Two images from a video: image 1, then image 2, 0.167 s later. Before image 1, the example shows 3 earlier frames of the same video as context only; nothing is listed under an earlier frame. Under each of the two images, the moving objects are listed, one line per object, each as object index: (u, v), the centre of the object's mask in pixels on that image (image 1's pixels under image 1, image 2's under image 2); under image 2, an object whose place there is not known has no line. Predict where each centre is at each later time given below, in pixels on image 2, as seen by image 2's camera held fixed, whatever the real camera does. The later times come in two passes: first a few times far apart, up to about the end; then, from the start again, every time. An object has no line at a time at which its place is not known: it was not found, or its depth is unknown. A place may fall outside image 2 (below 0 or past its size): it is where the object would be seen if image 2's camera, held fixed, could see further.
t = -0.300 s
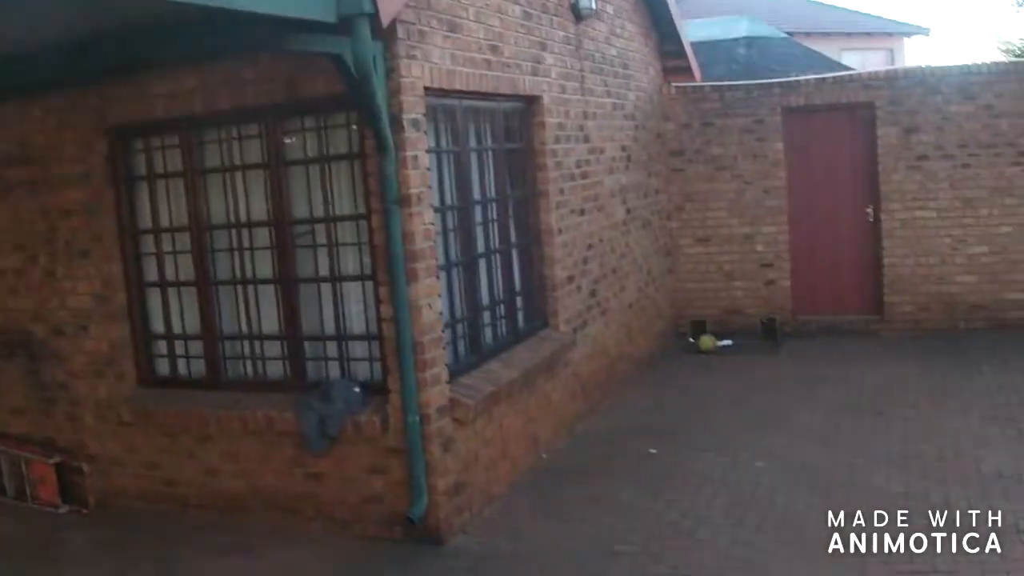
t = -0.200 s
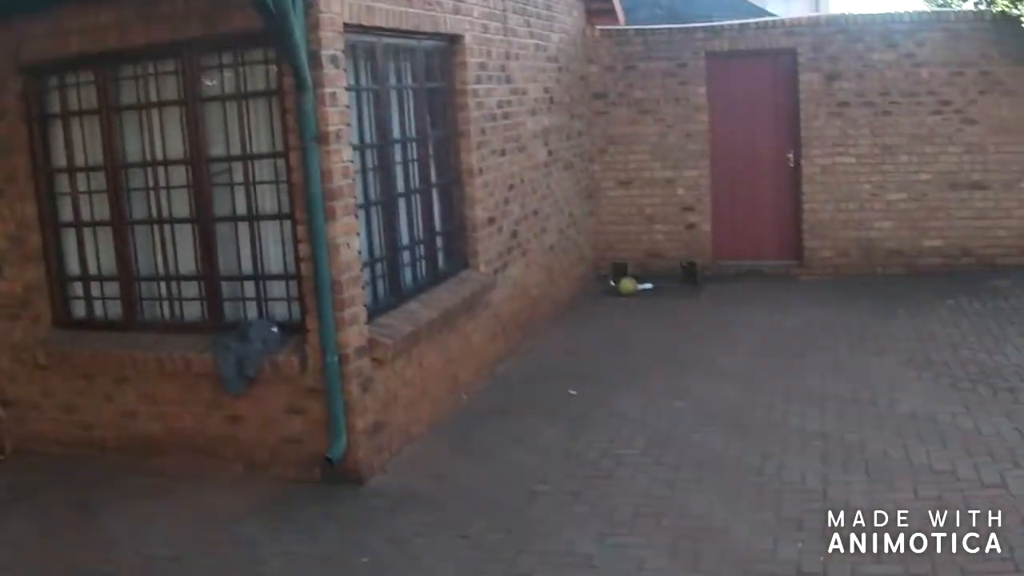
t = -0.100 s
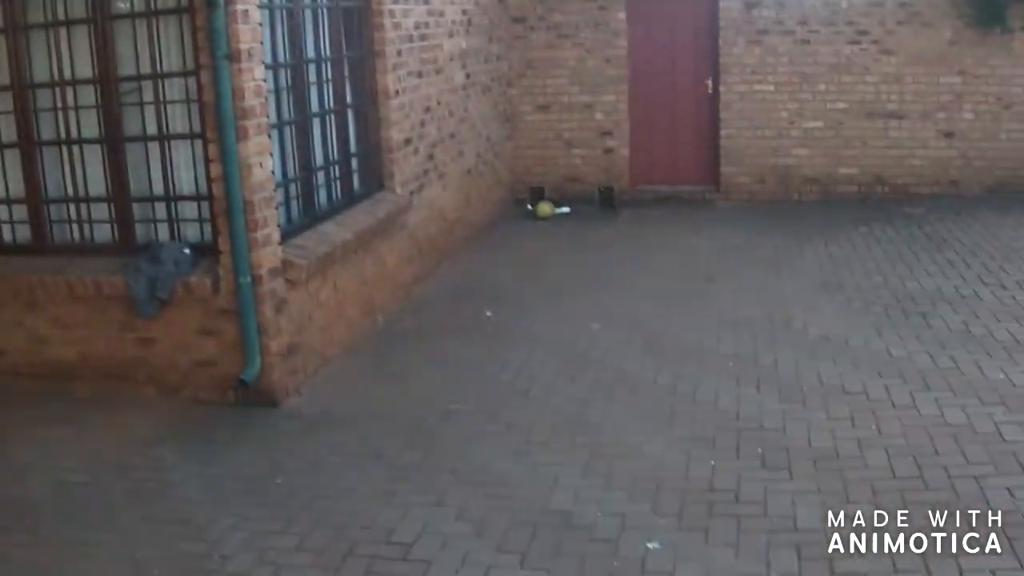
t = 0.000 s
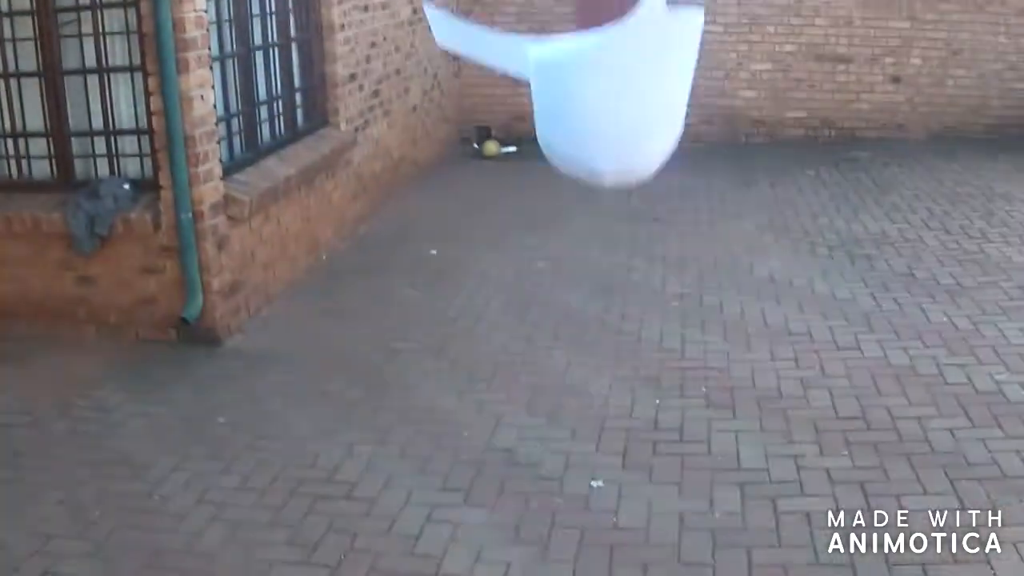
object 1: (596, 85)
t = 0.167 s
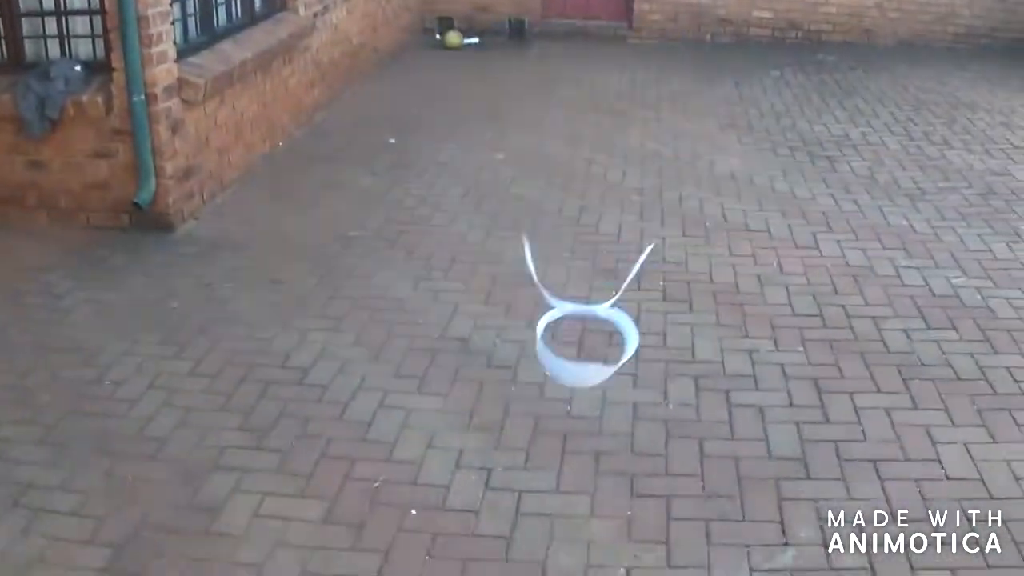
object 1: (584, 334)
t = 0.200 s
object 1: (568, 355)
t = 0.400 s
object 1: (475, 360)
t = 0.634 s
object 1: (392, 292)
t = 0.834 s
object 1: (330, 255)
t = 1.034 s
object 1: (281, 245)
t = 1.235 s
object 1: (247, 252)
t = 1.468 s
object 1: (218, 273)
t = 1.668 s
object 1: (225, 273)
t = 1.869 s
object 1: (231, 277)
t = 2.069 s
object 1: (234, 278)
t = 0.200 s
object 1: (568, 355)
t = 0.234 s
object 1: (557, 374)
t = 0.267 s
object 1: (537, 380)
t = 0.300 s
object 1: (521, 383)
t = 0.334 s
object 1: (506, 375)
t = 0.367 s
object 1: (489, 372)
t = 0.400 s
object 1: (475, 360)
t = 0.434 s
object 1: (462, 353)
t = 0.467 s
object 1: (448, 338)
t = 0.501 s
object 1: (436, 330)
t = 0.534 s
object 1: (424, 315)
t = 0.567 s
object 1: (413, 309)
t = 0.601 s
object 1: (403, 297)
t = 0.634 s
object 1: (392, 292)
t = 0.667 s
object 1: (382, 283)
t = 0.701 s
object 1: (371, 279)
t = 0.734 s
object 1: (362, 270)
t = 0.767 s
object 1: (351, 266)
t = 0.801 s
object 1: (341, 260)
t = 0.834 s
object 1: (330, 255)
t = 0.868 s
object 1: (320, 251)
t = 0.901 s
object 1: (311, 249)
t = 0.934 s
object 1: (303, 247)
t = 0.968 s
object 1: (295, 246)
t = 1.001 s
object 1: (288, 245)
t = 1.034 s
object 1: (281, 245)
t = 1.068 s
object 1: (274, 245)
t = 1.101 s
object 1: (269, 246)
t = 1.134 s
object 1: (263, 246)
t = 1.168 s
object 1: (258, 248)
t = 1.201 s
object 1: (252, 250)
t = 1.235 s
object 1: (247, 252)
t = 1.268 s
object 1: (242, 256)
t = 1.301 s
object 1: (237, 259)
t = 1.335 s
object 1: (232, 264)
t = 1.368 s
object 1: (227, 269)
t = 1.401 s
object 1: (222, 275)
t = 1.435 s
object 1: (217, 277)
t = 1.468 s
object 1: (218, 273)
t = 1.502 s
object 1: (218, 273)
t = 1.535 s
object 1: (220, 274)
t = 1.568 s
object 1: (221, 272)
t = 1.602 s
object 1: (223, 271)
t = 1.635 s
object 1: (224, 272)
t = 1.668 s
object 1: (225, 273)
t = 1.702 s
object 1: (226, 274)
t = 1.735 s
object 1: (228, 275)
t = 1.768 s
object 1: (229, 276)
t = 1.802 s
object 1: (230, 276)
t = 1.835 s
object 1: (230, 277)
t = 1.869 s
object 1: (231, 277)
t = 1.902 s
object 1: (232, 277)
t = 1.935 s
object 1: (232, 277)
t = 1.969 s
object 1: (232, 278)
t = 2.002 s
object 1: (233, 279)
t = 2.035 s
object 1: (233, 279)
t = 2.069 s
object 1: (234, 278)
